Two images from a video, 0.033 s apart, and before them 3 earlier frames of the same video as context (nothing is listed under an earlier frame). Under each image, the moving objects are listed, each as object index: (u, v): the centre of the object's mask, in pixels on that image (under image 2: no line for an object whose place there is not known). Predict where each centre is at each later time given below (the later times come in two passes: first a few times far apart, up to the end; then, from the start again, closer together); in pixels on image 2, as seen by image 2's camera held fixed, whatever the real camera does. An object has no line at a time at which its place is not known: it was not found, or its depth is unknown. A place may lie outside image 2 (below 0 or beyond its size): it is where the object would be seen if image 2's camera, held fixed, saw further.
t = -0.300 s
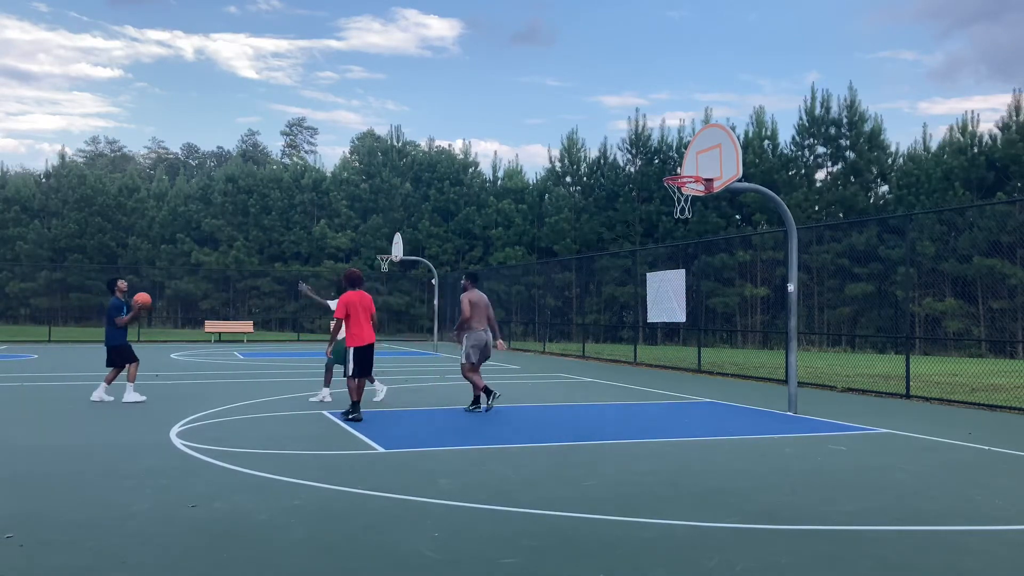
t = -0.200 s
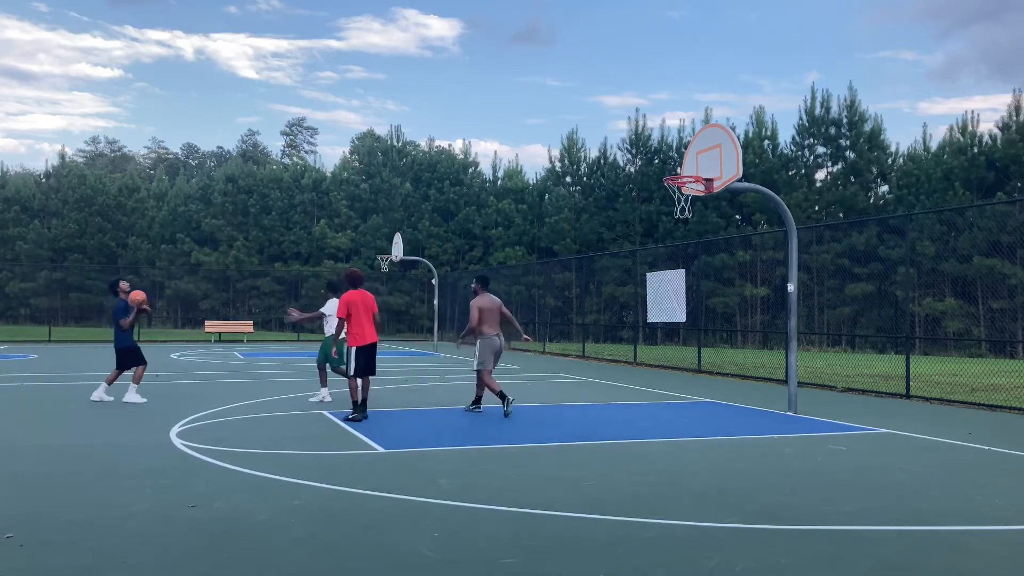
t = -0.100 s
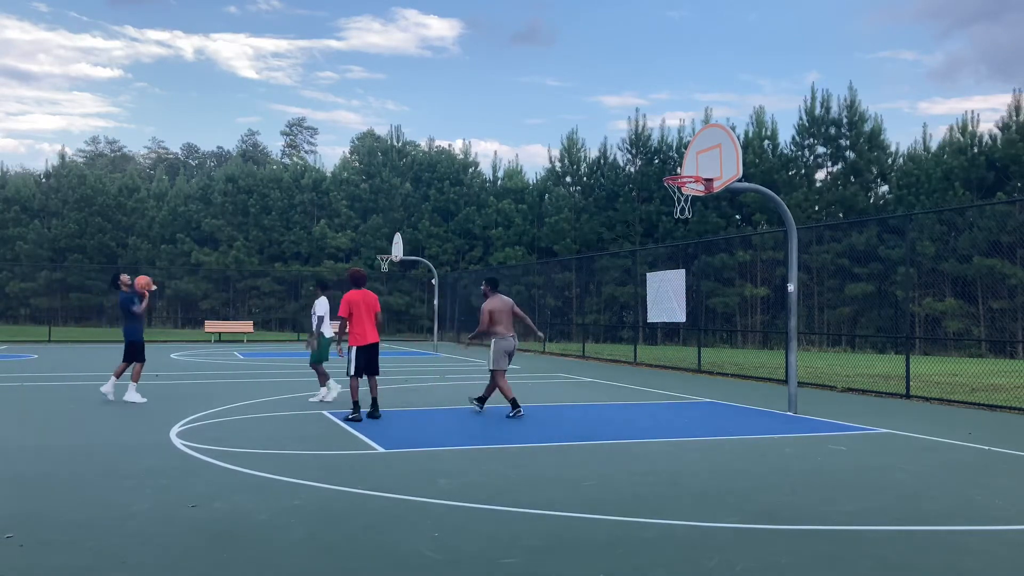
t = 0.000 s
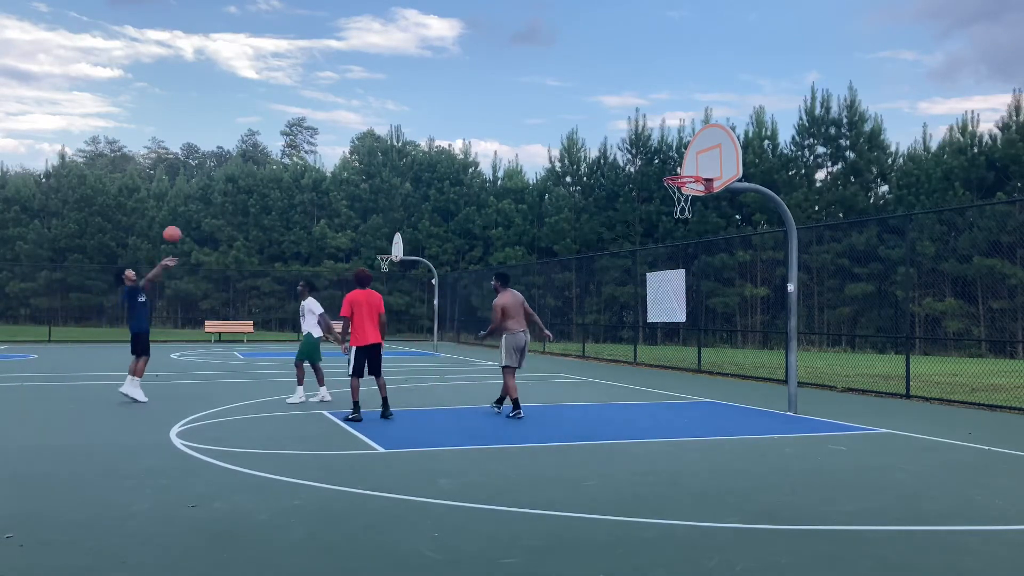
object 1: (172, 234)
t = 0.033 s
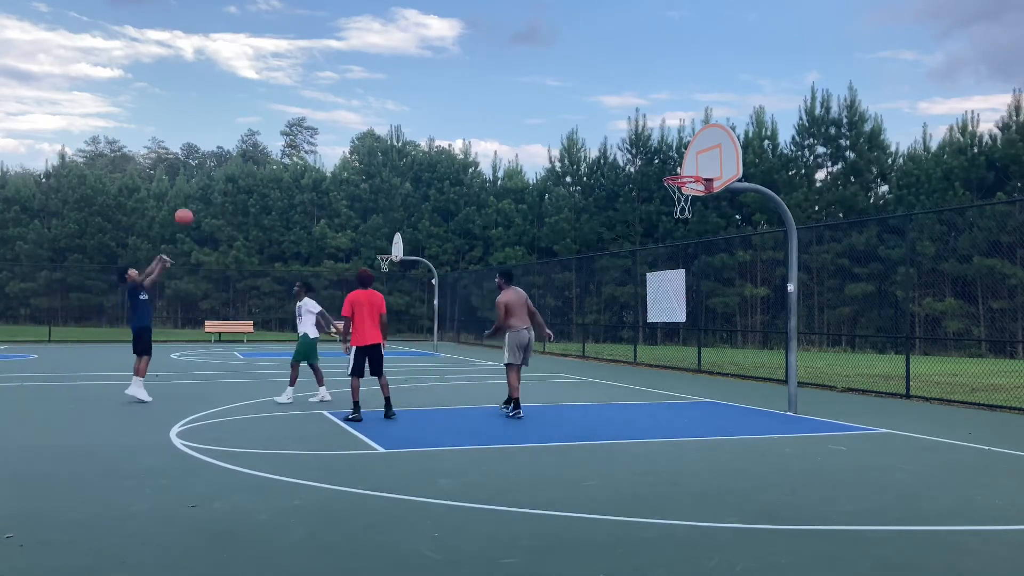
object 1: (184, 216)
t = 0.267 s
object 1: (266, 113)
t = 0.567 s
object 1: (373, 35)
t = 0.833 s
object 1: (469, 18)
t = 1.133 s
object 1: (580, 62)
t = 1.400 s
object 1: (680, 160)
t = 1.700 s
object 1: (720, 81)
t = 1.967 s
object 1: (750, 53)
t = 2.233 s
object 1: (778, 78)
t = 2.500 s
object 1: (803, 153)
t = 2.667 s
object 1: (819, 223)
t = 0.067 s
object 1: (196, 198)
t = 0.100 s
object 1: (208, 182)
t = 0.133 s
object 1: (220, 168)
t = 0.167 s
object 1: (231, 153)
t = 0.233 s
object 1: (254, 126)
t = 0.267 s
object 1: (266, 113)
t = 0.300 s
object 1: (278, 102)
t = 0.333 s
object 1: (290, 91)
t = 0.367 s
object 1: (302, 80)
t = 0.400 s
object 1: (314, 71)
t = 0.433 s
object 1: (326, 62)
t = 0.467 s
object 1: (338, 54)
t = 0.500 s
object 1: (349, 47)
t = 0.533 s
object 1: (361, 40)
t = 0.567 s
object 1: (373, 35)
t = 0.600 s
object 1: (385, 30)
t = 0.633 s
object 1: (397, 26)
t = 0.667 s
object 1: (409, 22)
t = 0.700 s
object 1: (421, 20)
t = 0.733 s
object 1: (433, 18)
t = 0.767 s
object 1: (445, 17)
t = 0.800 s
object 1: (457, 17)
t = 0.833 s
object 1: (469, 18)
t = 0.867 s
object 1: (482, 20)
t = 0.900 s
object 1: (494, 22)
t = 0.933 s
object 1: (506, 25)
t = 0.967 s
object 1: (518, 29)
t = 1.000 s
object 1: (530, 34)
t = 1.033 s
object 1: (543, 40)
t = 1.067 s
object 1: (555, 46)
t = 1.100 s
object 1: (568, 54)
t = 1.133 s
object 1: (580, 62)
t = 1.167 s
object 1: (593, 72)
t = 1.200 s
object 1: (605, 81)
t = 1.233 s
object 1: (617, 92)
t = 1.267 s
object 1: (630, 104)
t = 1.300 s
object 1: (642, 117)
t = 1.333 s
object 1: (655, 131)
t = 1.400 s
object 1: (680, 160)
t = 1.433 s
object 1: (688, 165)
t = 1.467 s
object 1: (693, 152)
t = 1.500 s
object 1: (697, 140)
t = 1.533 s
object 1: (700, 128)
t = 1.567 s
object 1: (705, 116)
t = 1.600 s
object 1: (708, 106)
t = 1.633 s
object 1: (712, 97)
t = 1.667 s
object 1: (716, 89)
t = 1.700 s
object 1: (720, 81)
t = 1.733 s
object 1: (724, 75)
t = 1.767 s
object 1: (728, 69)
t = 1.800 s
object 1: (731, 64)
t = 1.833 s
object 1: (735, 60)
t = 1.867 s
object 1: (739, 57)
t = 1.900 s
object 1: (743, 55)
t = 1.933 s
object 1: (746, 54)
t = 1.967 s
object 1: (750, 53)
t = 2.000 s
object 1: (753, 53)
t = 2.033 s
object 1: (757, 55)
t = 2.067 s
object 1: (760, 57)
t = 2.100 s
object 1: (764, 59)
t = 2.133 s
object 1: (767, 63)
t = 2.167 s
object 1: (771, 67)
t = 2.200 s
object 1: (774, 72)
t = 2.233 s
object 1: (778, 78)
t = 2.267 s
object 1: (781, 85)
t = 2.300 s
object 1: (784, 93)
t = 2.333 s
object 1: (788, 101)
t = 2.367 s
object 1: (791, 110)
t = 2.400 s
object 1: (794, 119)
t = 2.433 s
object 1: (797, 130)
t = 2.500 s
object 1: (803, 153)
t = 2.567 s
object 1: (810, 178)
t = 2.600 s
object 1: (813, 193)
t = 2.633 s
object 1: (816, 207)
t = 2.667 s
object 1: (819, 223)
